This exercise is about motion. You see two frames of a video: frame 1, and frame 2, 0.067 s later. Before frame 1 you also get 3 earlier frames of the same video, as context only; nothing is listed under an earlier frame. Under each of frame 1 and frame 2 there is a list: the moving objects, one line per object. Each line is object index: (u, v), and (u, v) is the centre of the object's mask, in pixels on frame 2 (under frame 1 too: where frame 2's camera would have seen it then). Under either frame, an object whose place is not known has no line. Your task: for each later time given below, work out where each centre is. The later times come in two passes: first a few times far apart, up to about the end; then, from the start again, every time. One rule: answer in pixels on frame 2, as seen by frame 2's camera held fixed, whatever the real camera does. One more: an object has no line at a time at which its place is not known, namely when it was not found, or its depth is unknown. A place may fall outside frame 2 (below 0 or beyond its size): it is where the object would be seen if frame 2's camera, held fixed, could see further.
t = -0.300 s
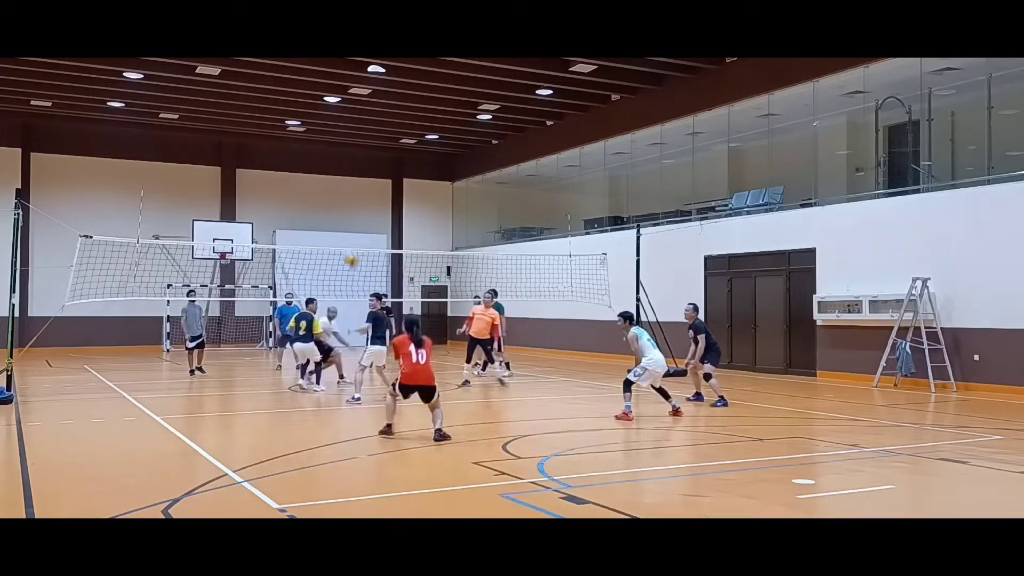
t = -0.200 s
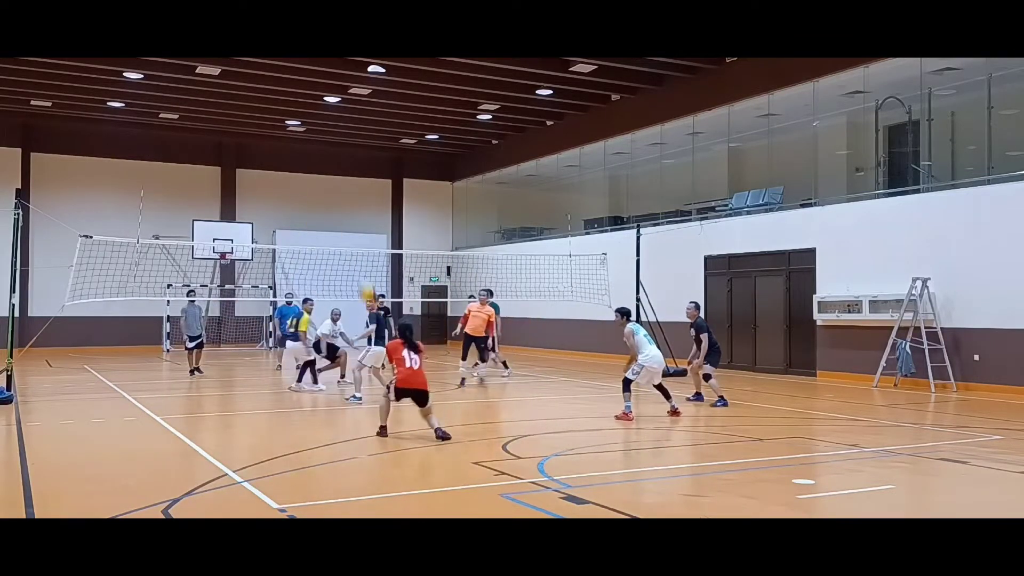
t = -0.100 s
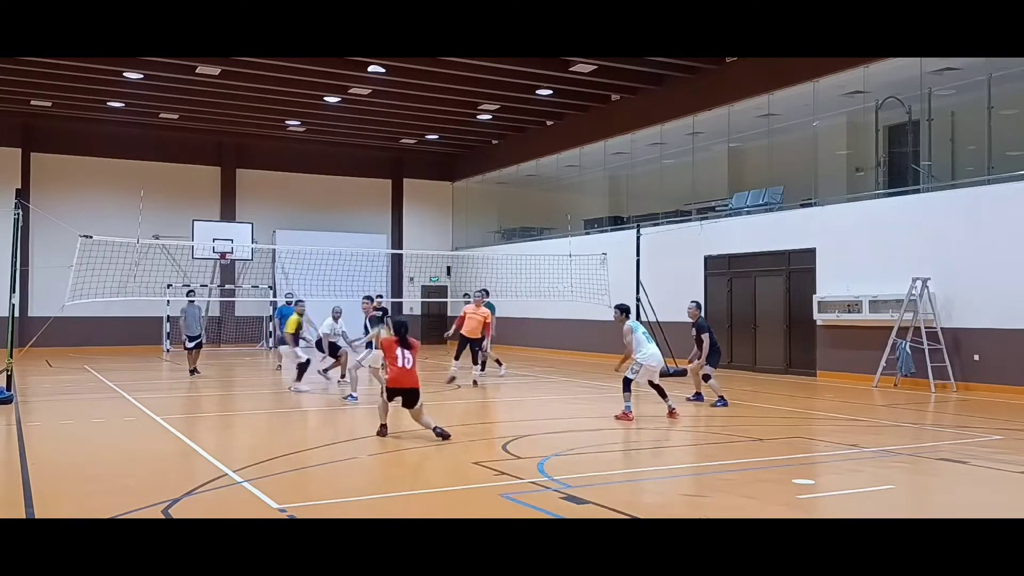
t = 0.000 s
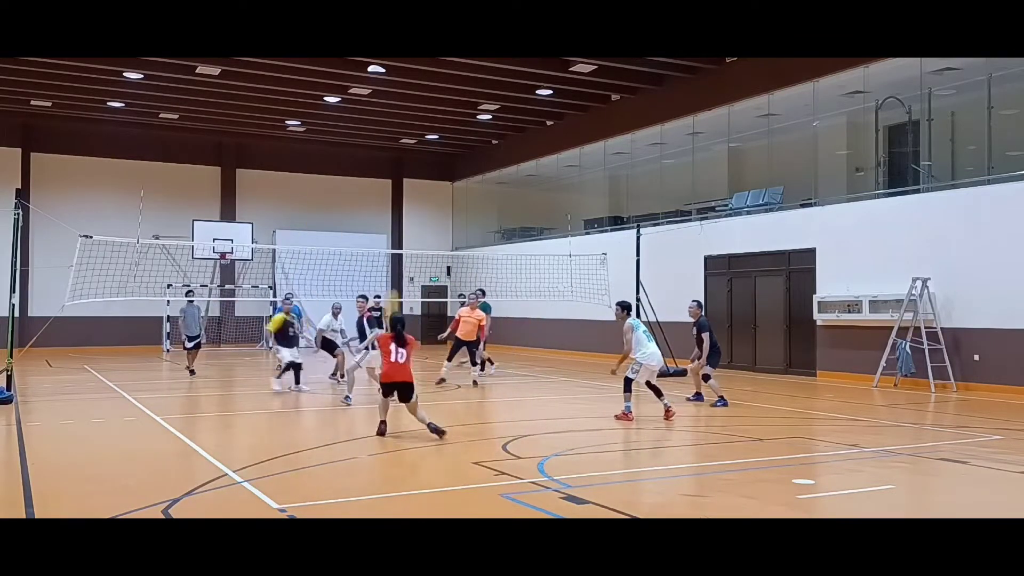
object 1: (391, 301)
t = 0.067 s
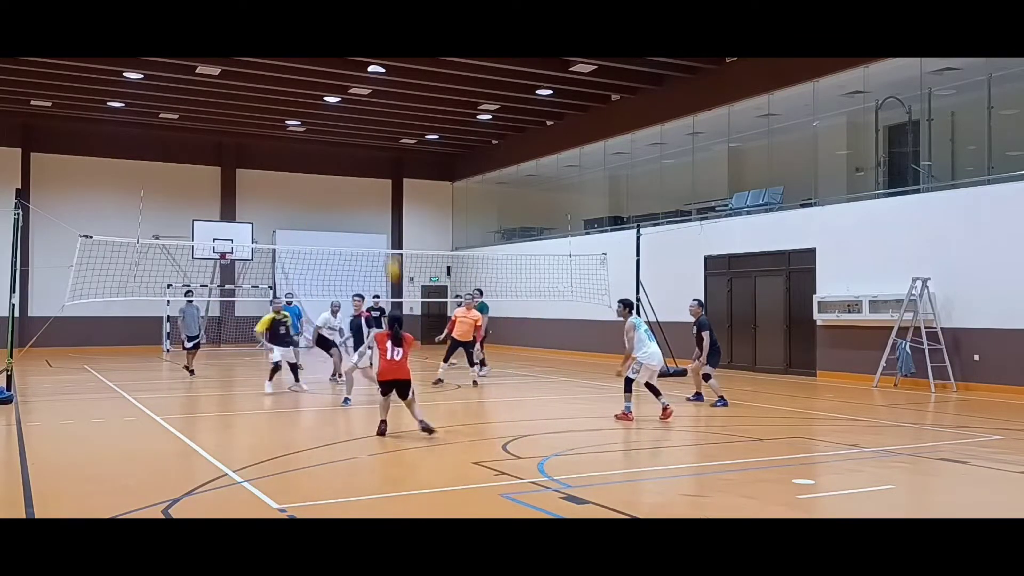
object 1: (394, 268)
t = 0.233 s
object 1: (398, 190)
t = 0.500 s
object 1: (406, 121)
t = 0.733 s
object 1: (413, 108)
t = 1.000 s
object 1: (421, 137)
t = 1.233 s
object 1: (427, 195)
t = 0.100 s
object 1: (395, 249)
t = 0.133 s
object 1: (396, 232)
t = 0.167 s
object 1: (396, 217)
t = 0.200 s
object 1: (397, 203)
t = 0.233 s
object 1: (398, 190)
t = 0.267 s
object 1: (399, 178)
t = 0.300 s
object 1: (400, 167)
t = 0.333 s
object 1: (401, 157)
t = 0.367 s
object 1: (401, 149)
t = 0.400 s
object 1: (403, 140)
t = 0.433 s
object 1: (404, 133)
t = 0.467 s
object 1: (405, 127)
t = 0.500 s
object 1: (406, 121)
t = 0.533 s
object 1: (407, 118)
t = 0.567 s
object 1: (408, 113)
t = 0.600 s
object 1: (409, 111)
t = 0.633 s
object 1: (410, 109)
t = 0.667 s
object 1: (411, 108)
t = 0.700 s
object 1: (412, 107)
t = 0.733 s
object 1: (413, 108)
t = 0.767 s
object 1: (414, 109)
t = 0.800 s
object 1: (415, 111)
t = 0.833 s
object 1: (416, 114)
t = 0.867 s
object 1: (418, 117)
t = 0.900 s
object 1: (418, 121)
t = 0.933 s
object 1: (419, 126)
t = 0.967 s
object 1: (420, 131)
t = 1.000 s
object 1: (421, 137)
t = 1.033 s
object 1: (422, 144)
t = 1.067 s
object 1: (424, 151)
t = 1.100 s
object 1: (425, 159)
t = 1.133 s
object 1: (425, 168)
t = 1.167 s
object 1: (426, 176)
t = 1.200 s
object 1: (427, 185)
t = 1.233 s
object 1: (427, 195)
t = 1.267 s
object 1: (428, 206)
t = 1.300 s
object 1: (429, 216)
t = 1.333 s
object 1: (430, 228)
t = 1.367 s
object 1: (431, 241)
